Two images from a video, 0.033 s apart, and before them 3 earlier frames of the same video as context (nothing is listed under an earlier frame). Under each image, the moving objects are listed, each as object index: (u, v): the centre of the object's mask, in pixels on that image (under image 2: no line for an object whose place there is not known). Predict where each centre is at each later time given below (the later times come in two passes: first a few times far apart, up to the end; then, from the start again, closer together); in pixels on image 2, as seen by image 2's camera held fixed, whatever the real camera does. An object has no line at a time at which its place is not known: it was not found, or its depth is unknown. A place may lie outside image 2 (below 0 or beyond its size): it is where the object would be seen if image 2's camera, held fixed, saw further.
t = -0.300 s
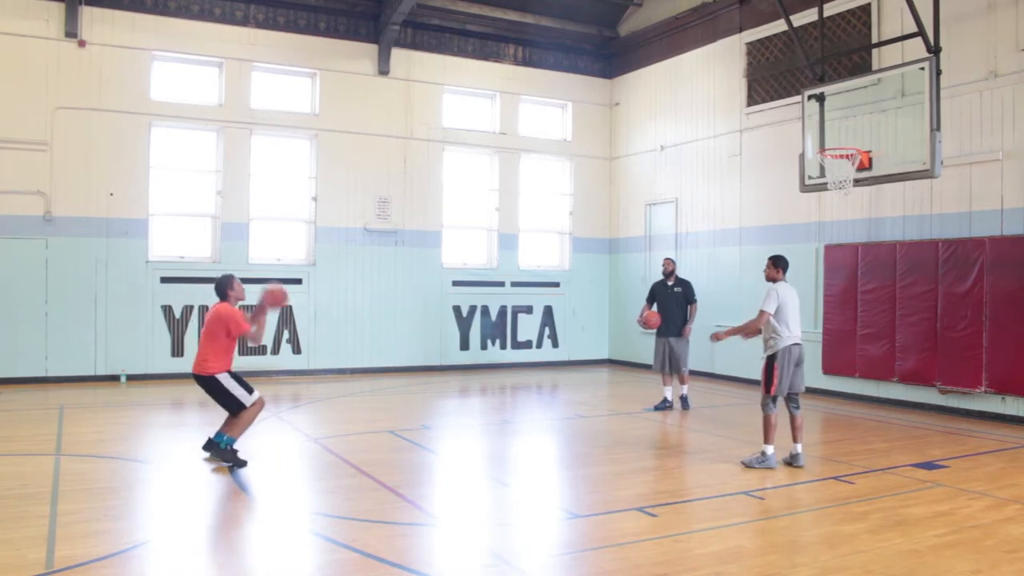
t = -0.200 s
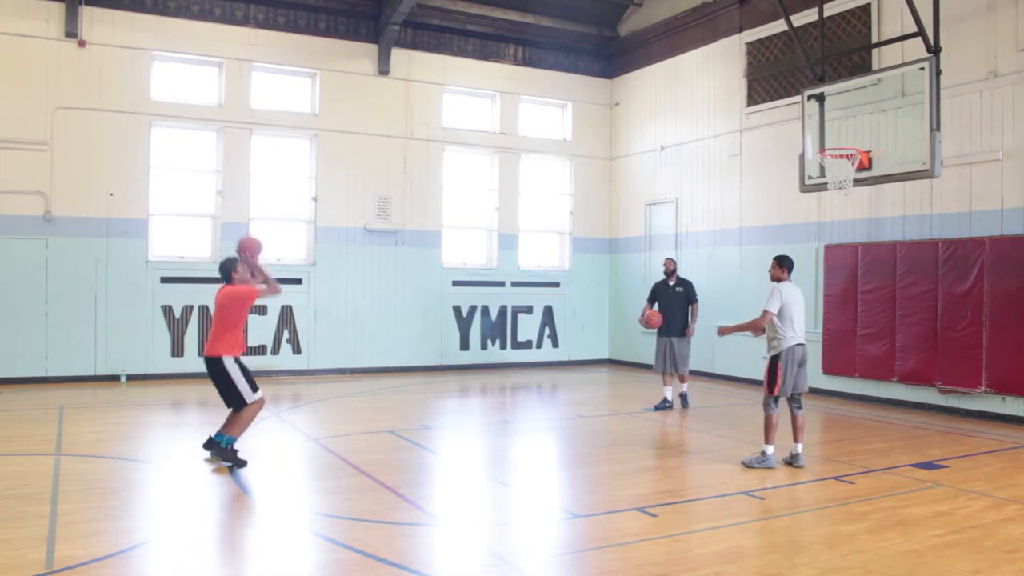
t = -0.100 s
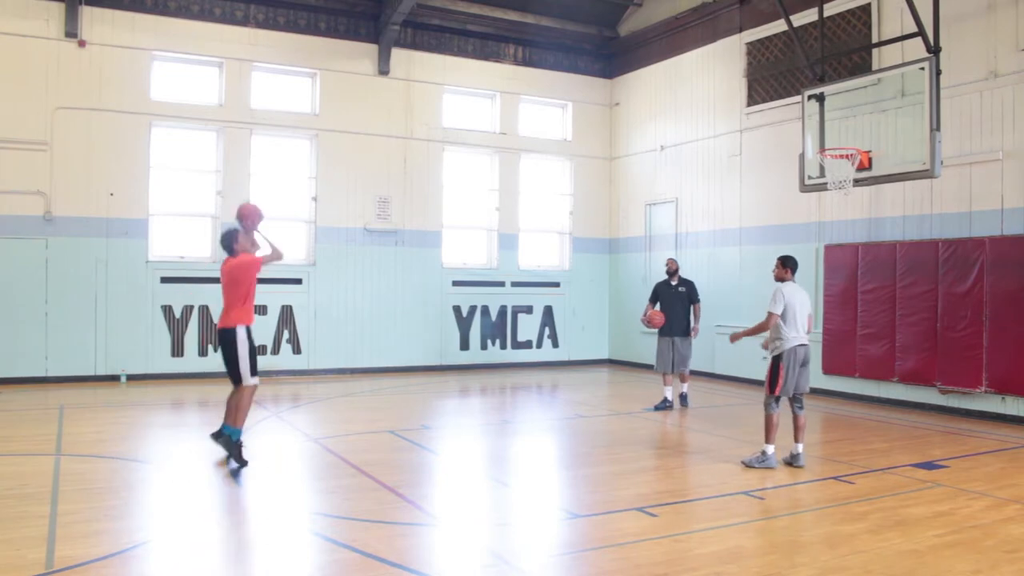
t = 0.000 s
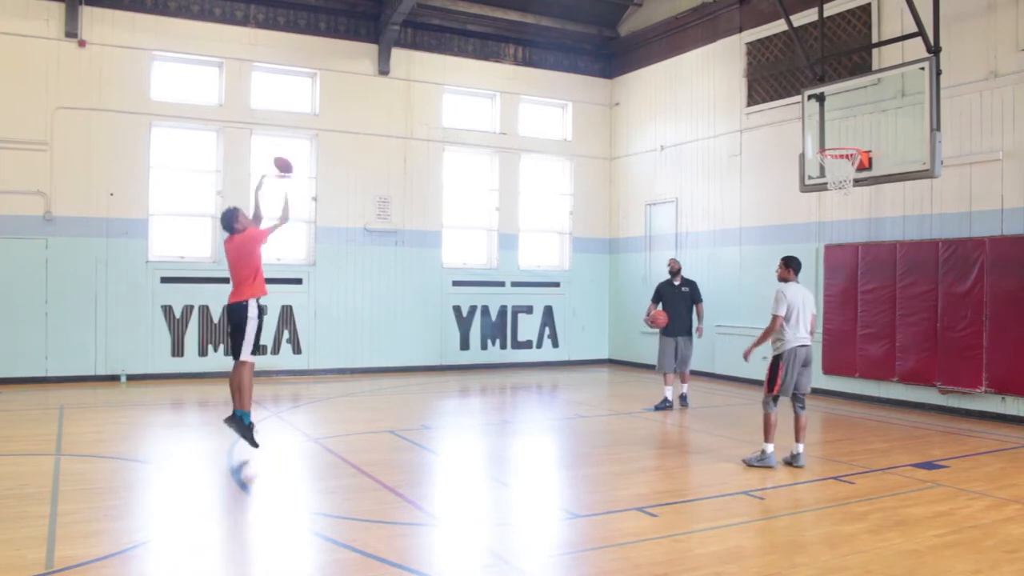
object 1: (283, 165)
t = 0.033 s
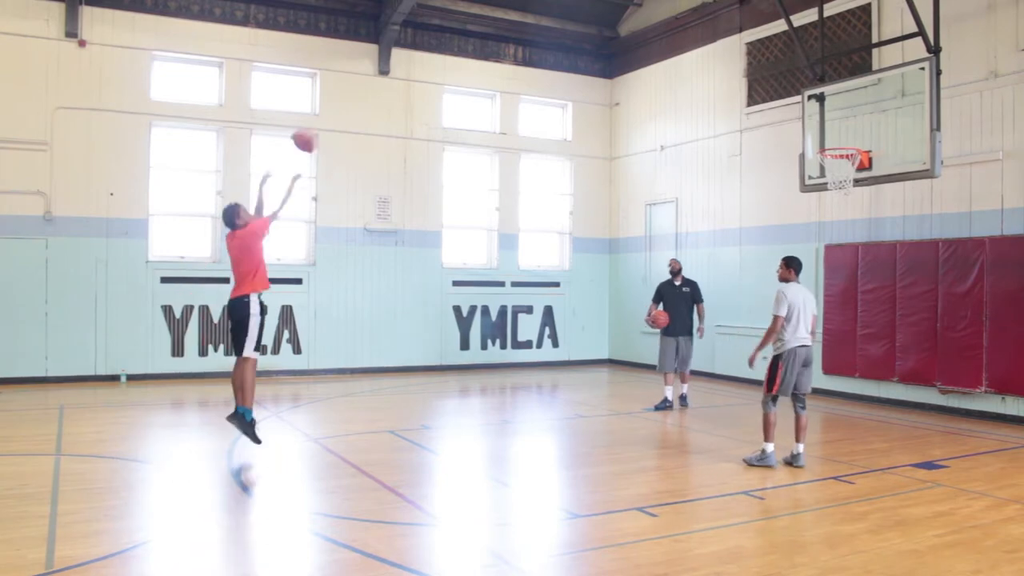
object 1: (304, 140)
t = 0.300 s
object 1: (451, 18)
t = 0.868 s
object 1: (710, 13)
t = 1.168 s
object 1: (823, 124)
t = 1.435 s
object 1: (853, 218)
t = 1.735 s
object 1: (856, 363)
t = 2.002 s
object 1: (840, 342)
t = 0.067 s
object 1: (322, 122)
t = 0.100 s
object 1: (341, 102)
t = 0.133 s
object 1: (361, 84)
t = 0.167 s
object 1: (380, 67)
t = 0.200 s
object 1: (398, 52)
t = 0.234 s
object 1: (416, 39)
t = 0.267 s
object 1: (434, 28)
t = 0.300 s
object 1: (451, 18)
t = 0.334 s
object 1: (469, 10)
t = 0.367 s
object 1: (486, 5)
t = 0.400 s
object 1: (502, 3)
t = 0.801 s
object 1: (686, 4)
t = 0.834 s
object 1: (698, 7)
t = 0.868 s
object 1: (710, 13)
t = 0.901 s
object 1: (723, 21)
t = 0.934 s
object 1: (736, 30)
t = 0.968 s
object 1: (751, 43)
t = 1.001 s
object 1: (762, 54)
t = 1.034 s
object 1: (775, 65)
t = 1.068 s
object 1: (788, 79)
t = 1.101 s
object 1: (799, 92)
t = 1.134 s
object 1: (812, 108)
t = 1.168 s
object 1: (823, 124)
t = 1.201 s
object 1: (835, 139)
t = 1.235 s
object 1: (841, 157)
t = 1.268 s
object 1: (850, 167)
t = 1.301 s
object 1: (850, 180)
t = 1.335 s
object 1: (853, 187)
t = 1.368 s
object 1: (853, 197)
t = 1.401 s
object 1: (853, 207)
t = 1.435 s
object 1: (853, 218)
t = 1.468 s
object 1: (854, 230)
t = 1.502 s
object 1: (855, 244)
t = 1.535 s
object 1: (856, 257)
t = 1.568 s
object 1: (855, 272)
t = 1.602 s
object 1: (855, 288)
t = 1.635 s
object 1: (855, 305)
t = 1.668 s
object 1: (856, 323)
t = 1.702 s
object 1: (856, 341)
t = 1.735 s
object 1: (856, 363)
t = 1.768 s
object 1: (857, 381)
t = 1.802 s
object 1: (857, 404)
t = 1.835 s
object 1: (856, 410)
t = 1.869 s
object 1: (853, 395)
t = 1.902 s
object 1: (849, 380)
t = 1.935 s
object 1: (846, 367)
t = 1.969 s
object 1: (843, 354)
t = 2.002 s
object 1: (840, 342)
